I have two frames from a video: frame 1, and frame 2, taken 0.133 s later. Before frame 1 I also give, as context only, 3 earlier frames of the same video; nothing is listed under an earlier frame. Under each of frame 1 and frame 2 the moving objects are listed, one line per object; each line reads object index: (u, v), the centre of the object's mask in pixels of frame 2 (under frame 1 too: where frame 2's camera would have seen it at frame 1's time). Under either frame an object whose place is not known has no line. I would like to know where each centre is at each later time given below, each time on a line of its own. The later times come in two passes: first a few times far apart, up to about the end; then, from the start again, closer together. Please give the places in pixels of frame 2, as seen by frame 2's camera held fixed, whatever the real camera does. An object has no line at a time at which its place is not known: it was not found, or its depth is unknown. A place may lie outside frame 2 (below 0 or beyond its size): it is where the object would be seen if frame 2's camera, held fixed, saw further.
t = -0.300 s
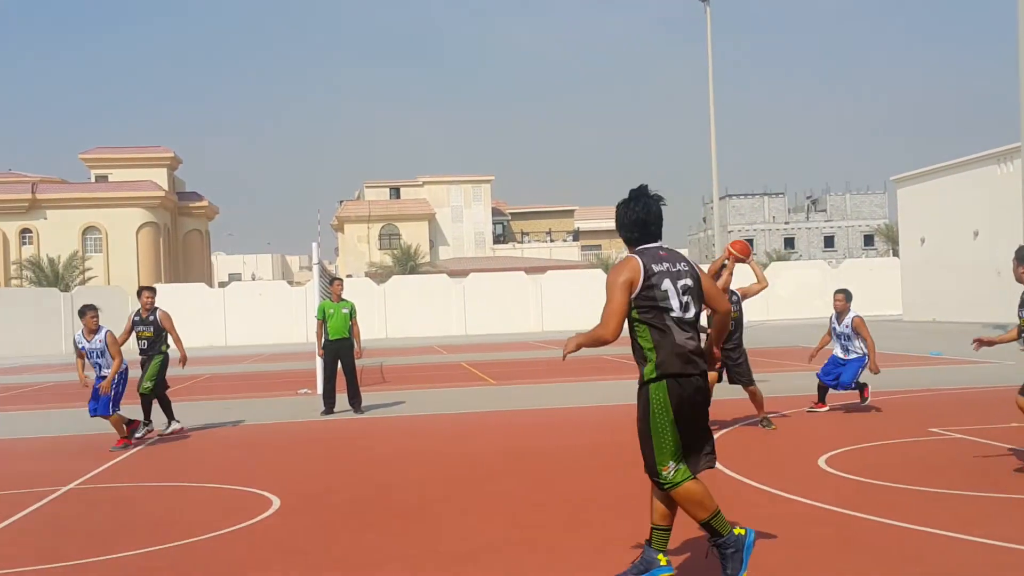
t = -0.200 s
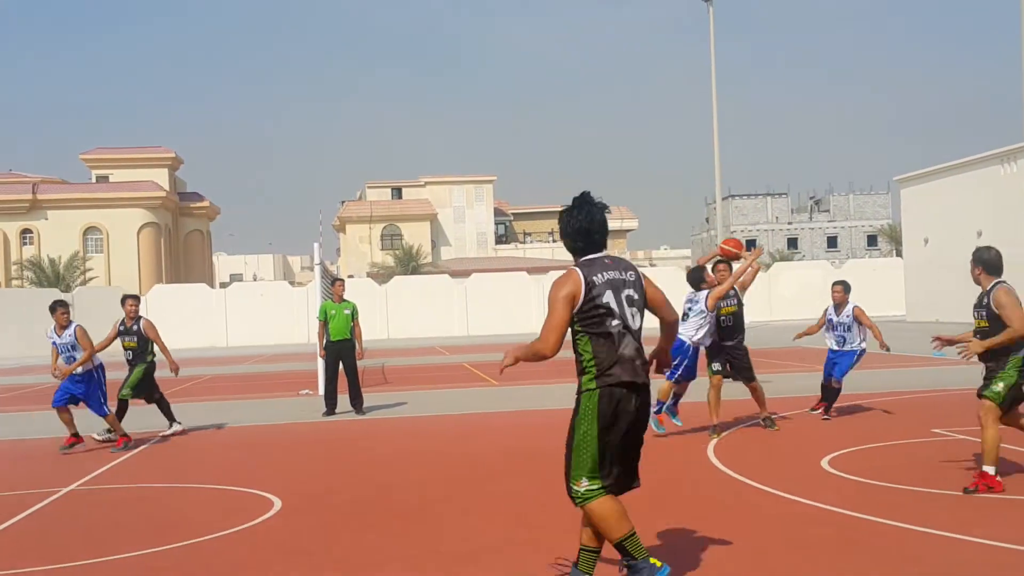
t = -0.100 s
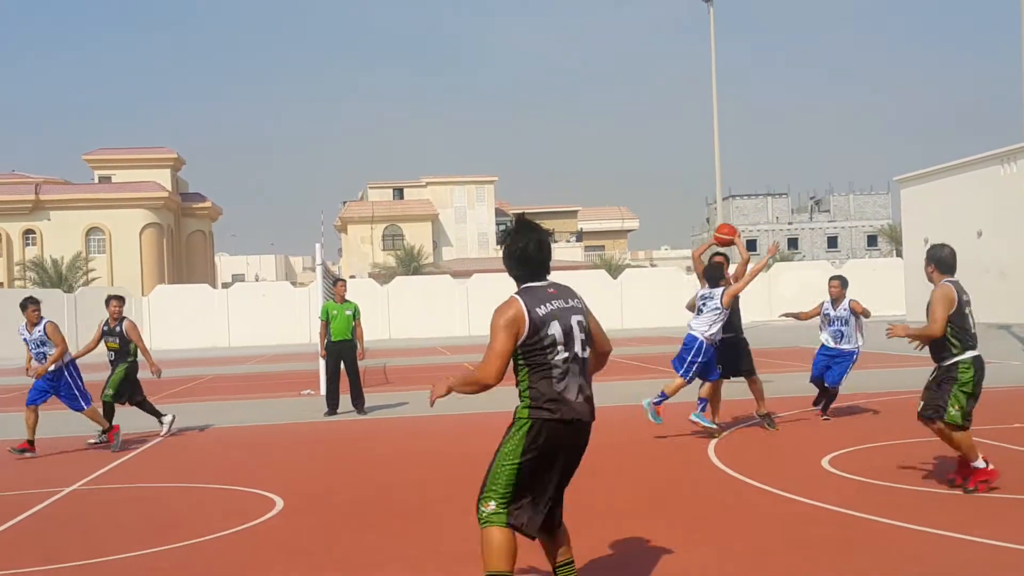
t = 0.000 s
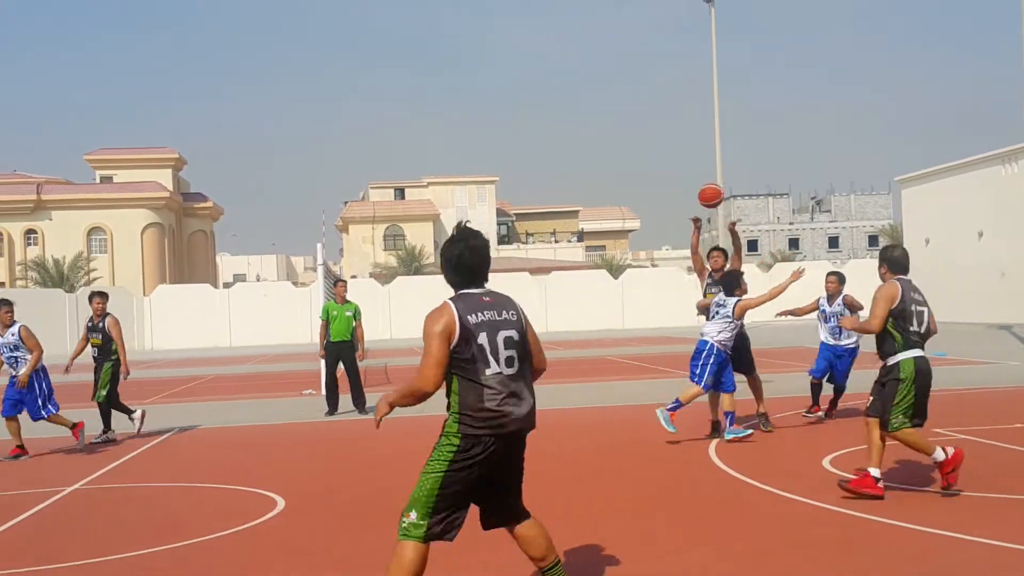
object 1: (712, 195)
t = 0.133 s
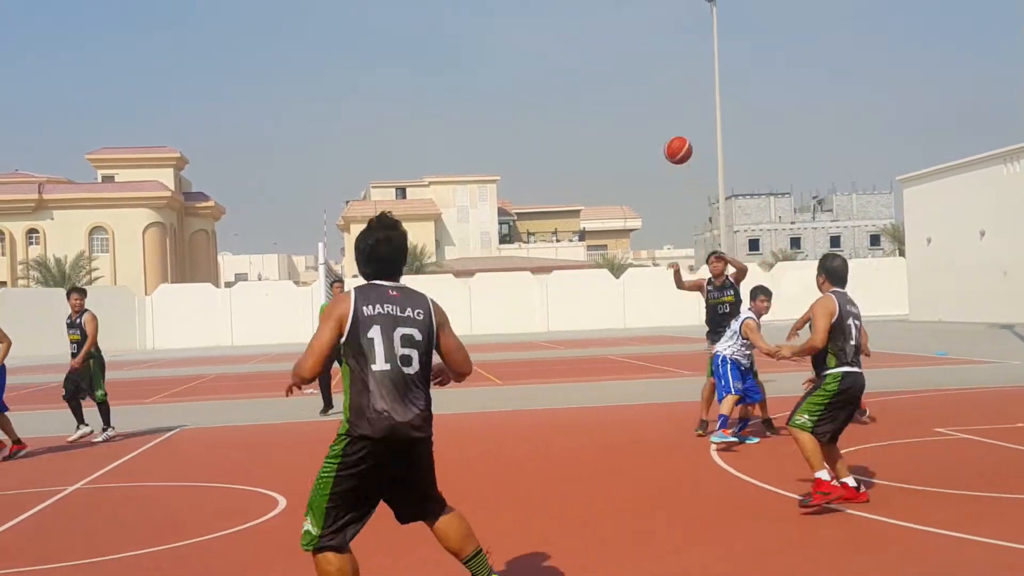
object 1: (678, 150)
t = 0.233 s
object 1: (648, 125)
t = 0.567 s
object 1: (503, 128)
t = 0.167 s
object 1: (668, 141)
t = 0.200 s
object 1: (658, 132)
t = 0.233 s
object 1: (648, 125)
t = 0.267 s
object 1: (637, 118)
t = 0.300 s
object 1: (625, 113)
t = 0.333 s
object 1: (612, 109)
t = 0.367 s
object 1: (599, 106)
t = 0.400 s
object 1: (584, 105)
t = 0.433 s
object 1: (568, 106)
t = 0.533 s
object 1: (519, 118)
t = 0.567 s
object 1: (503, 128)
